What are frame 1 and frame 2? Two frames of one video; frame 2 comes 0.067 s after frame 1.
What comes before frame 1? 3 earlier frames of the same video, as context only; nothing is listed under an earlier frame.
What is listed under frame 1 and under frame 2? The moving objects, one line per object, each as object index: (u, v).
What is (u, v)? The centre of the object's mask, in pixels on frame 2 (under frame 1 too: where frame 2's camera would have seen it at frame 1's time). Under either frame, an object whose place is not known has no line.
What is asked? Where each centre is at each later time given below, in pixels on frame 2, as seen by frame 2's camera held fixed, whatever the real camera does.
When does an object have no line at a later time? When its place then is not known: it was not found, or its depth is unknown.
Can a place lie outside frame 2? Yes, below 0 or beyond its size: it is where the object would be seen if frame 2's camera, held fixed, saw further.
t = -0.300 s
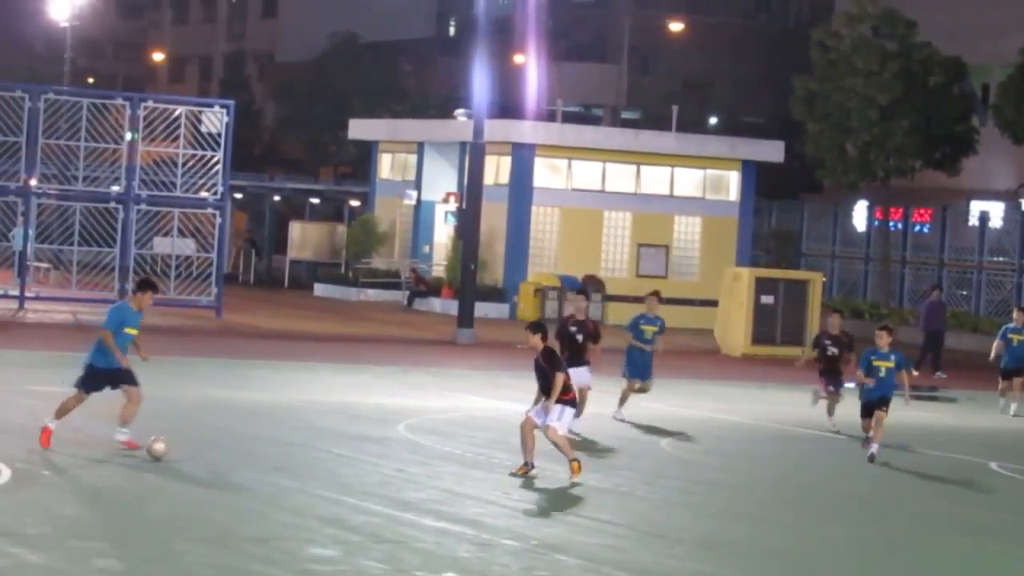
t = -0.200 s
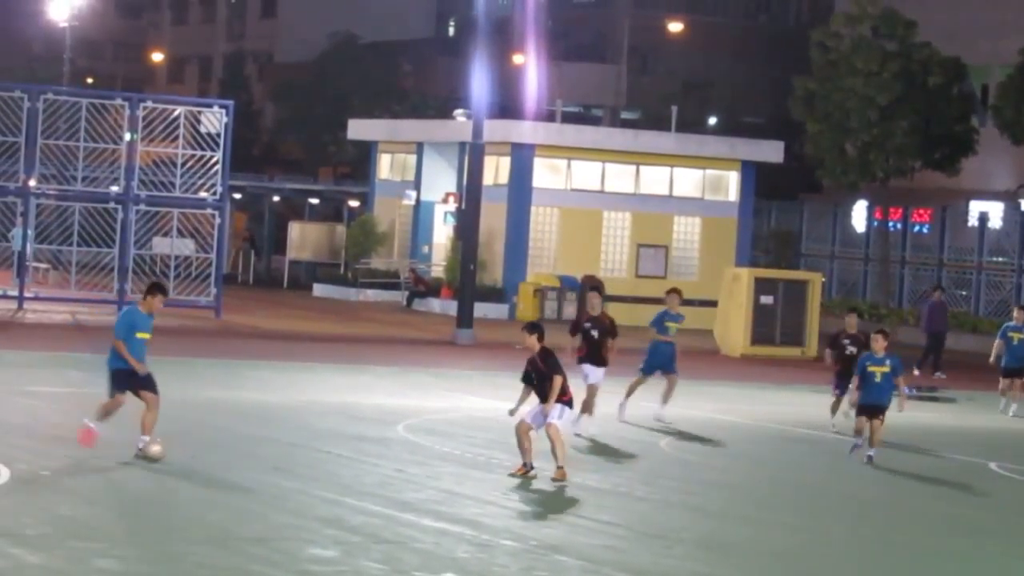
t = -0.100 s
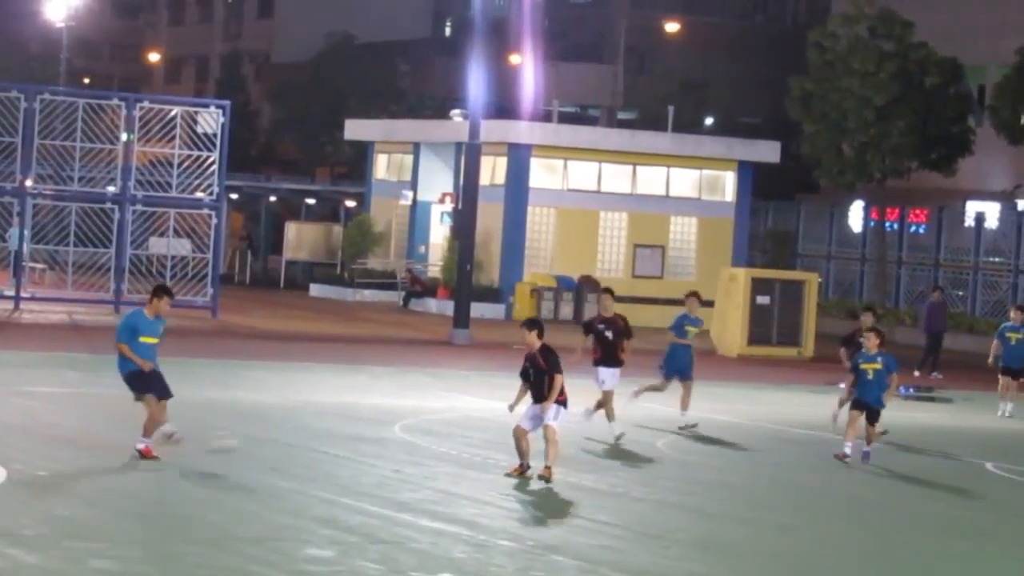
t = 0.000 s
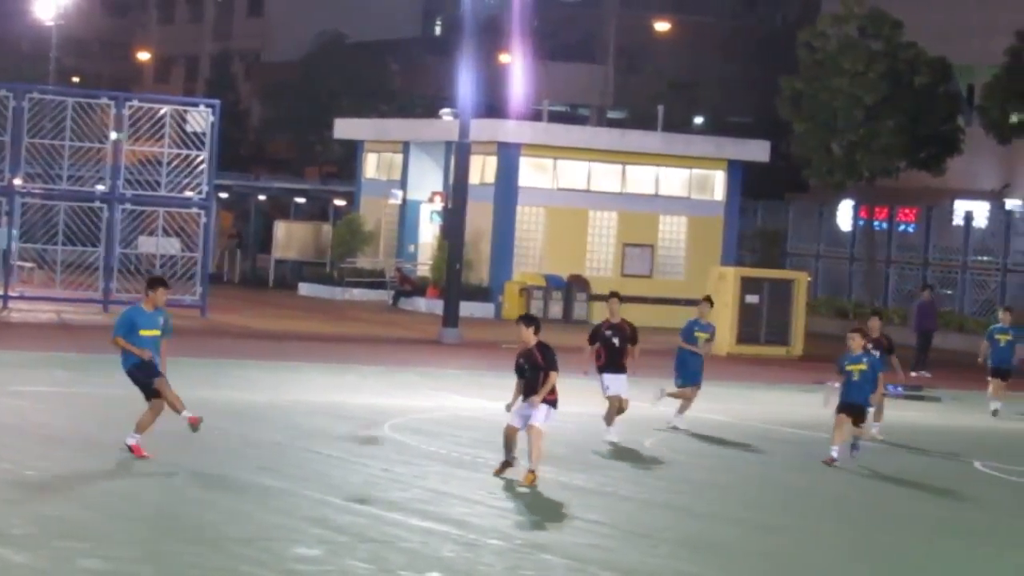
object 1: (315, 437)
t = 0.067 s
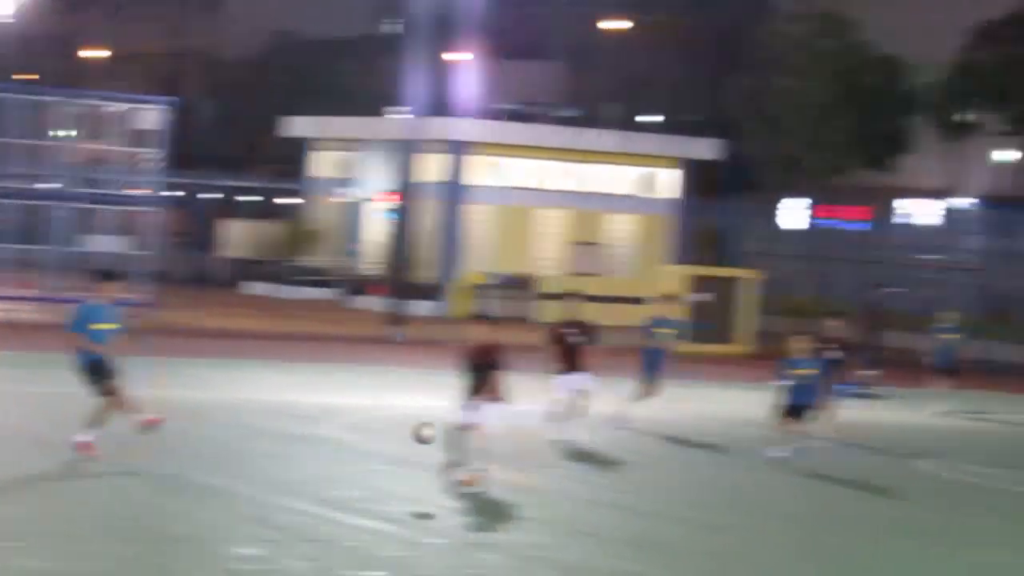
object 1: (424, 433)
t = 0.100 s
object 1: (481, 435)
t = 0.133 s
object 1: (536, 438)
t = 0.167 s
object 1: (591, 442)
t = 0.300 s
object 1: (819, 479)
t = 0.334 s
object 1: (873, 494)
